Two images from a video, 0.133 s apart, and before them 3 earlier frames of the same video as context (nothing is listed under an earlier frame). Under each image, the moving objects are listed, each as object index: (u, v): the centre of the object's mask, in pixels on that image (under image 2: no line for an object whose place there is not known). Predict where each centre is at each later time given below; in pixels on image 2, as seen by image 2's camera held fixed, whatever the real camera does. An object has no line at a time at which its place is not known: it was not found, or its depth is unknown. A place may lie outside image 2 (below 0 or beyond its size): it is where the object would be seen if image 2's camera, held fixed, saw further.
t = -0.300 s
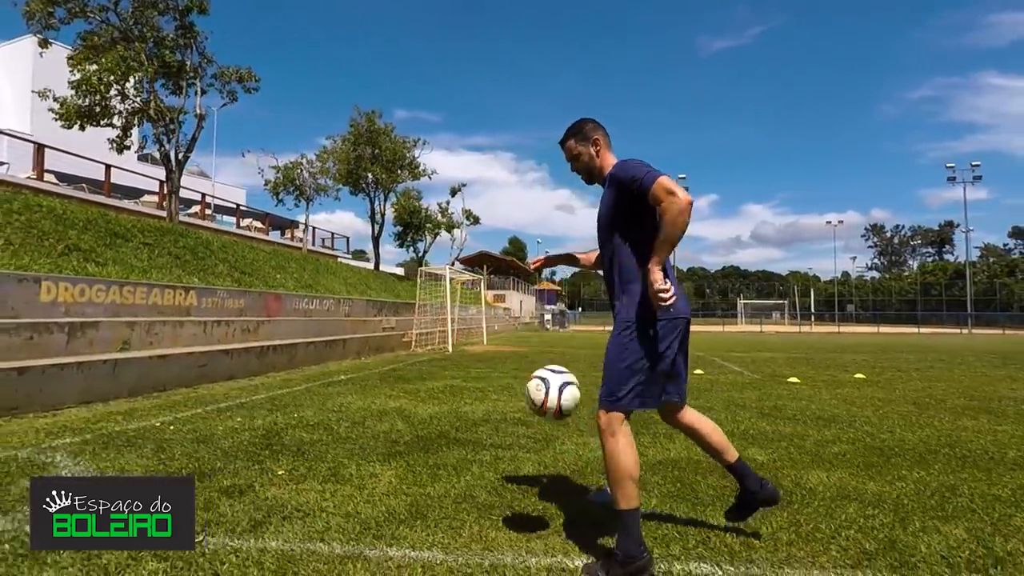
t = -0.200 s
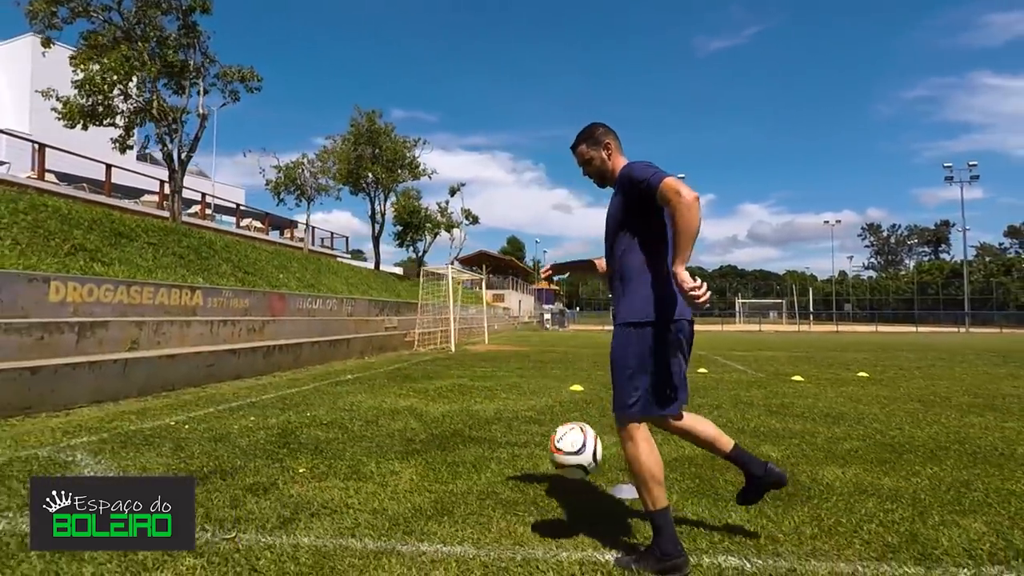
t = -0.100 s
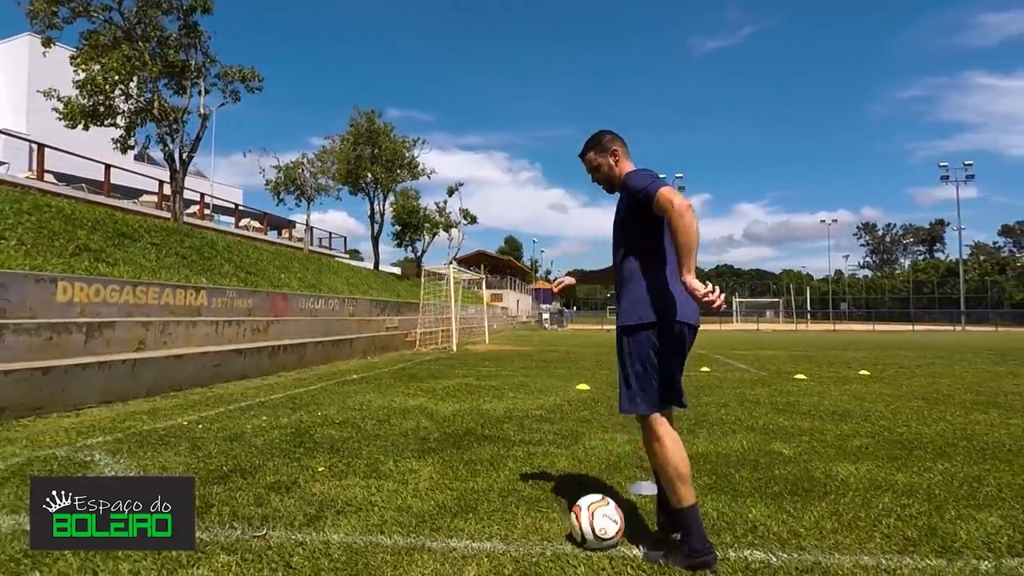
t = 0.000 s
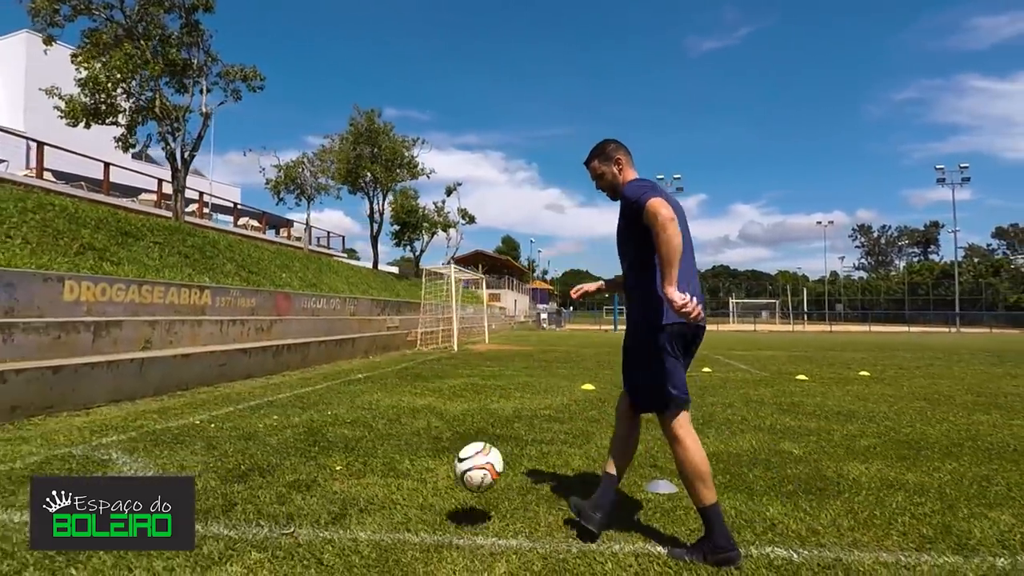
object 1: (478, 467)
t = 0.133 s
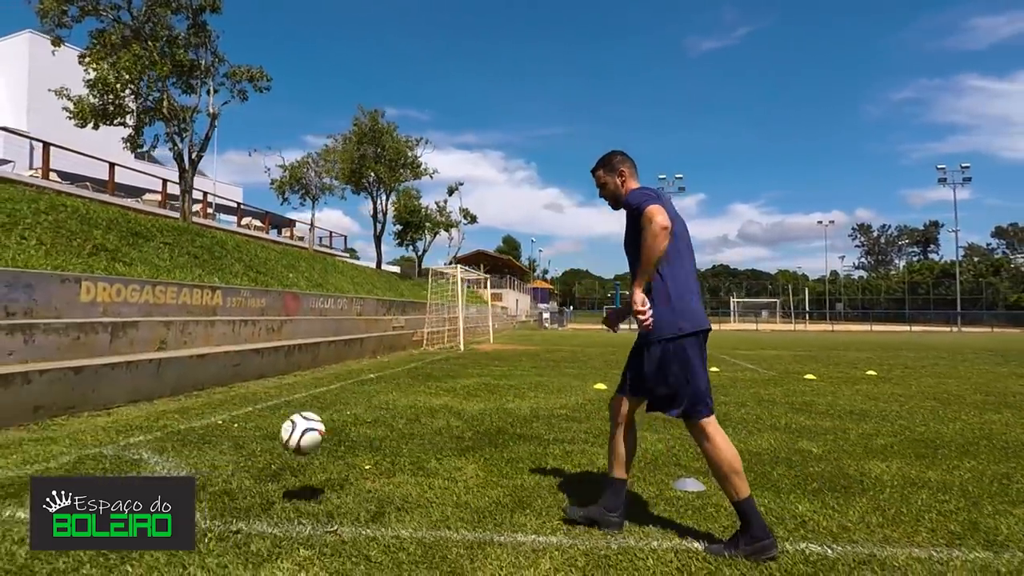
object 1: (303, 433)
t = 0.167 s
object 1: (258, 431)
